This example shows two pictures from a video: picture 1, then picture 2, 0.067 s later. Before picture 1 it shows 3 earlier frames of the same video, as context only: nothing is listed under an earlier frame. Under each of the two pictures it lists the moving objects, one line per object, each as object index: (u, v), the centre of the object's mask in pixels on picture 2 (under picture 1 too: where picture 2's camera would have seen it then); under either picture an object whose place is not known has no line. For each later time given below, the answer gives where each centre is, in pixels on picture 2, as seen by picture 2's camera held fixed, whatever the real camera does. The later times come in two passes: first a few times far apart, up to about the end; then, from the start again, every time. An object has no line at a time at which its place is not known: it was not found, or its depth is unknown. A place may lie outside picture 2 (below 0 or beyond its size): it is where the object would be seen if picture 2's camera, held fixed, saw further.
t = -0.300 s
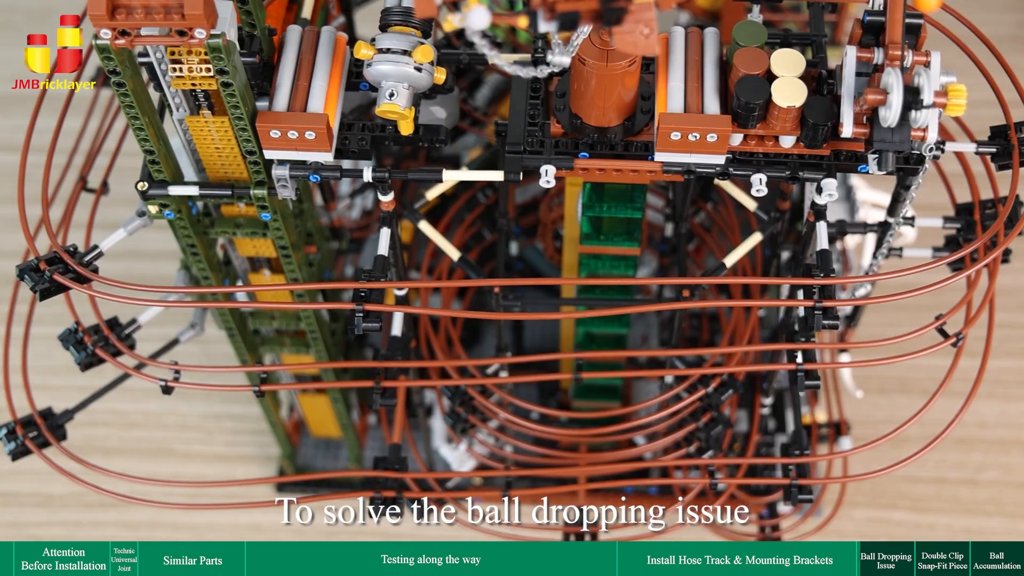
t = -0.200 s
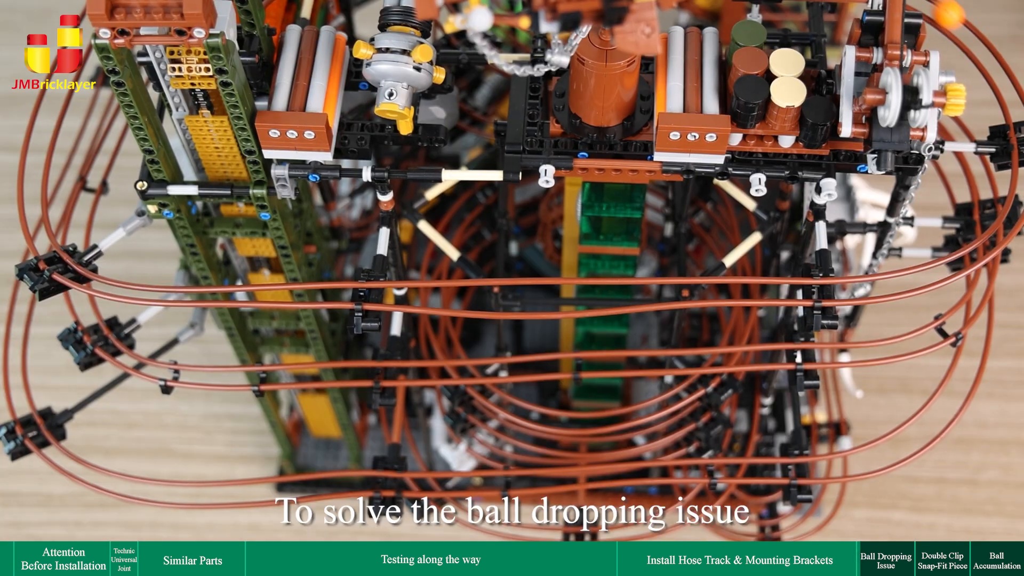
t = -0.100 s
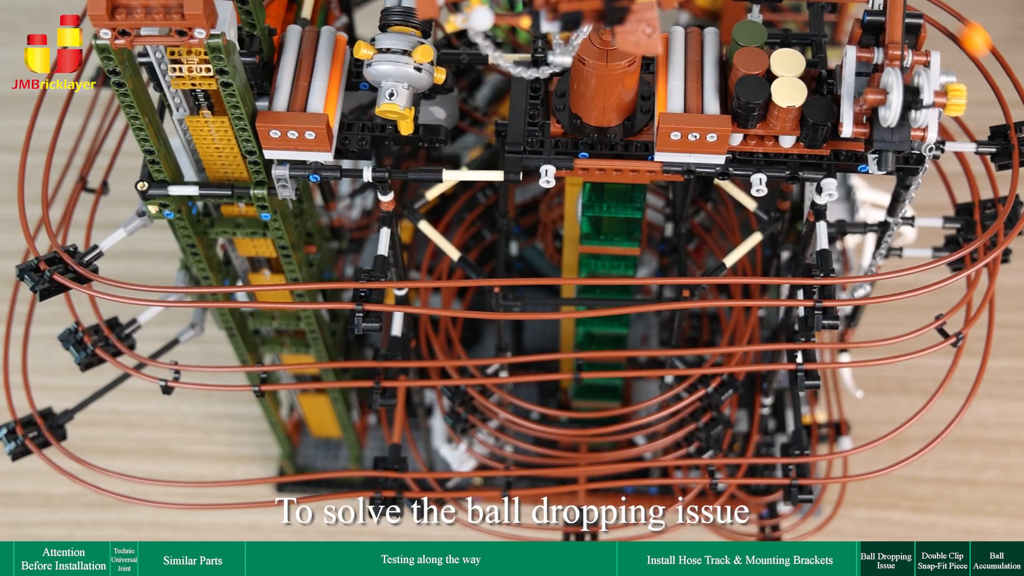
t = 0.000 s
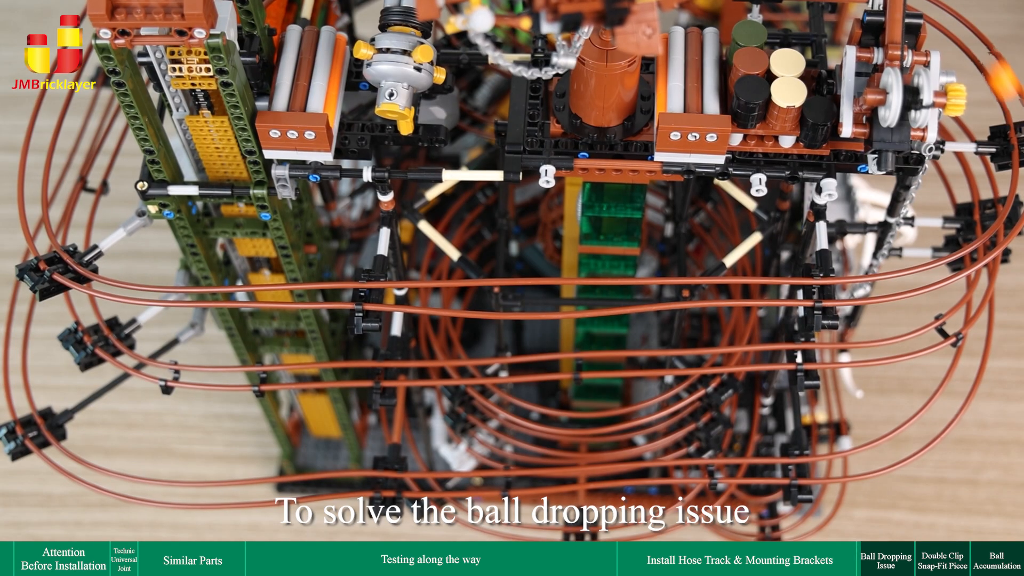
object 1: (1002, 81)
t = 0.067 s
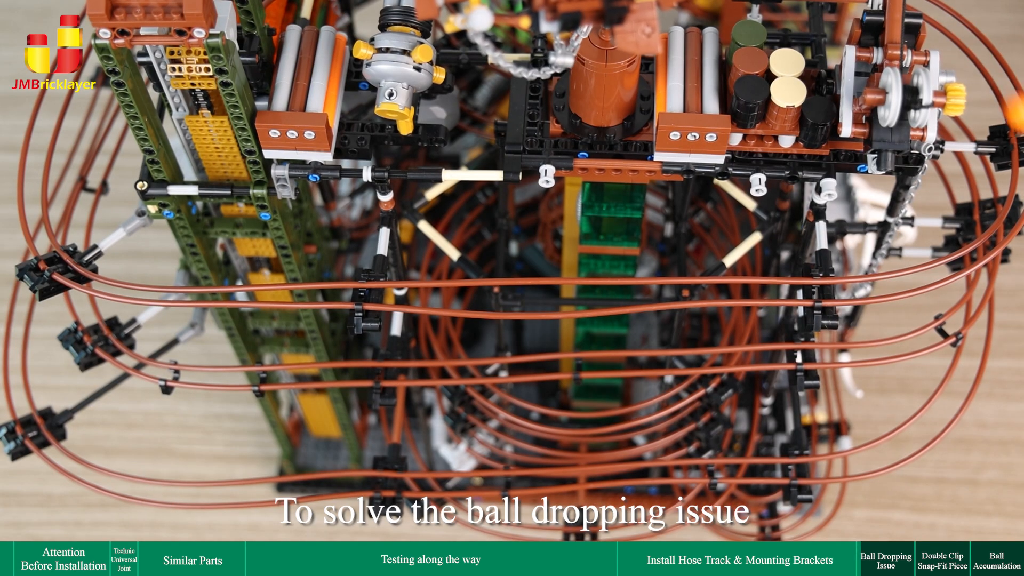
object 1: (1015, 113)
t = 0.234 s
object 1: (1014, 191)
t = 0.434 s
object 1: (941, 264)
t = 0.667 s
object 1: (786, 285)
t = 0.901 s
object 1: (645, 292)
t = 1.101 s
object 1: (548, 297)
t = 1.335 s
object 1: (536, 356)
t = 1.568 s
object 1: (411, 363)
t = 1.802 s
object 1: (301, 369)
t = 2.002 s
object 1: (222, 372)
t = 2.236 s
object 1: (127, 351)
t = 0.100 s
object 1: (1017, 131)
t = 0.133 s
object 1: (1016, 143)
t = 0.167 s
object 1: (1017, 157)
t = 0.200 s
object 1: (1016, 173)
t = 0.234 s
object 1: (1014, 191)
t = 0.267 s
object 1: (1009, 206)
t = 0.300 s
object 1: (1002, 217)
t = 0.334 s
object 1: (990, 231)
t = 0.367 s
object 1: (975, 244)
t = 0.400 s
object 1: (958, 254)
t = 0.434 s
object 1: (941, 264)
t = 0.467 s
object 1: (919, 272)
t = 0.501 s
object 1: (898, 278)
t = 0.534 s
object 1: (875, 282)
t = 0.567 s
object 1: (850, 284)
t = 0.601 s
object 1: (827, 285)
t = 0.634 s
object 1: (807, 286)
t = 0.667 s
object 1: (786, 285)
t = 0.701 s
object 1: (765, 285)
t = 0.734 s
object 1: (745, 285)
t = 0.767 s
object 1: (725, 286)
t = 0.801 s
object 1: (705, 287)
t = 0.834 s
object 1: (686, 288)
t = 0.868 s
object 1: (665, 290)
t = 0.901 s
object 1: (645, 292)
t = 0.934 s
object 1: (626, 293)
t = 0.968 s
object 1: (606, 295)
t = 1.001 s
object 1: (589, 296)
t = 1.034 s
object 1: (573, 297)
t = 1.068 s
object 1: (560, 297)
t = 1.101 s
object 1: (548, 297)
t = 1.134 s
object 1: (540, 298)
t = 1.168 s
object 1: (536, 298)
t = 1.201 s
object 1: (536, 299)
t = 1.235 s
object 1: (537, 304)
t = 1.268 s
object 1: (540, 322)
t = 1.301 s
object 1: (542, 342)
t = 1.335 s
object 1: (536, 356)
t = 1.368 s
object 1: (521, 361)
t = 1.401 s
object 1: (504, 361)
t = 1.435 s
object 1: (486, 366)
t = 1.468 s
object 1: (467, 366)
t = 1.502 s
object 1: (449, 364)
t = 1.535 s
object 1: (430, 362)
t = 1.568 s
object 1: (411, 363)
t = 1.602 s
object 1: (392, 366)
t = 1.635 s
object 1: (375, 368)
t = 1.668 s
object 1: (359, 368)
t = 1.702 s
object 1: (344, 368)
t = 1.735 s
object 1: (330, 369)
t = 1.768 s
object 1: (315, 369)
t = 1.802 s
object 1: (301, 369)
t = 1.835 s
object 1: (287, 371)
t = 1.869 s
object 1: (274, 372)
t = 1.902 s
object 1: (261, 372)
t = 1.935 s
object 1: (248, 372)
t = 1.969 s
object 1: (235, 372)
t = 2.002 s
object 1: (222, 372)
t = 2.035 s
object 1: (207, 371)
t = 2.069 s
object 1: (193, 369)
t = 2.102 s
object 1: (179, 367)
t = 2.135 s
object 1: (166, 366)
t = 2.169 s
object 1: (153, 363)
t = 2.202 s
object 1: (139, 357)
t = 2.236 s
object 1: (127, 351)
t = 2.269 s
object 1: (117, 345)
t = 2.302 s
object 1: (108, 338)
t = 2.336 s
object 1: (99, 330)
